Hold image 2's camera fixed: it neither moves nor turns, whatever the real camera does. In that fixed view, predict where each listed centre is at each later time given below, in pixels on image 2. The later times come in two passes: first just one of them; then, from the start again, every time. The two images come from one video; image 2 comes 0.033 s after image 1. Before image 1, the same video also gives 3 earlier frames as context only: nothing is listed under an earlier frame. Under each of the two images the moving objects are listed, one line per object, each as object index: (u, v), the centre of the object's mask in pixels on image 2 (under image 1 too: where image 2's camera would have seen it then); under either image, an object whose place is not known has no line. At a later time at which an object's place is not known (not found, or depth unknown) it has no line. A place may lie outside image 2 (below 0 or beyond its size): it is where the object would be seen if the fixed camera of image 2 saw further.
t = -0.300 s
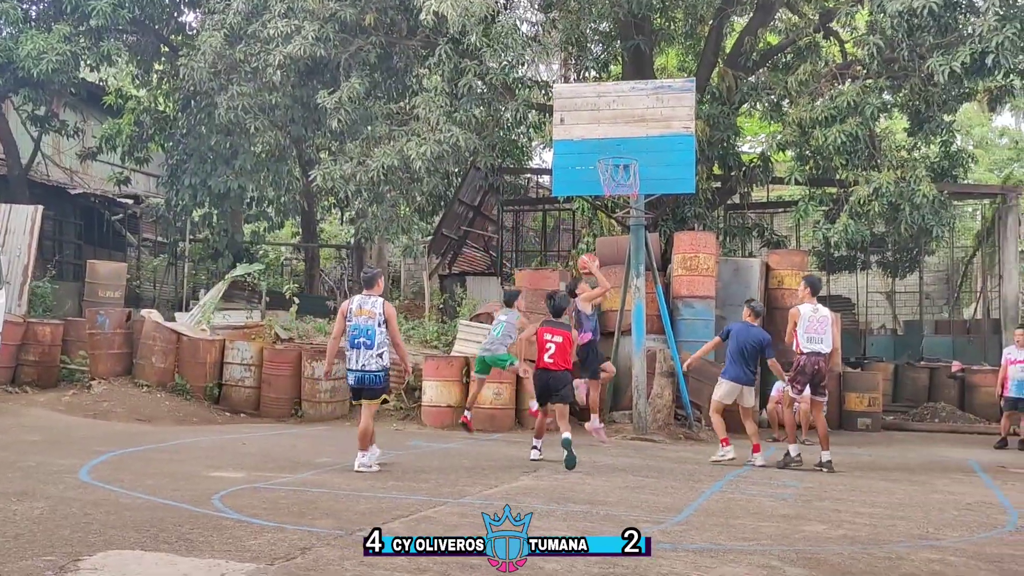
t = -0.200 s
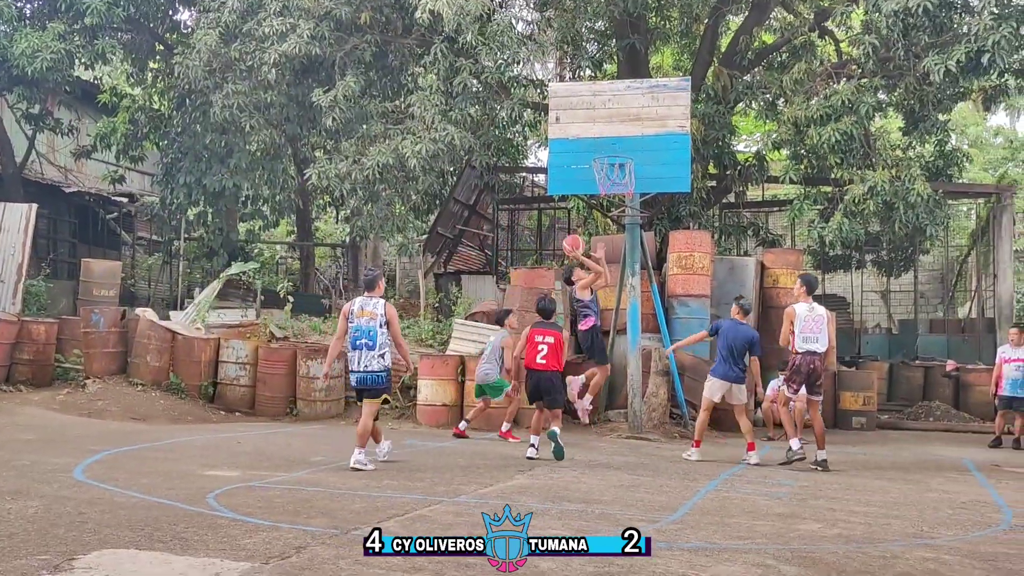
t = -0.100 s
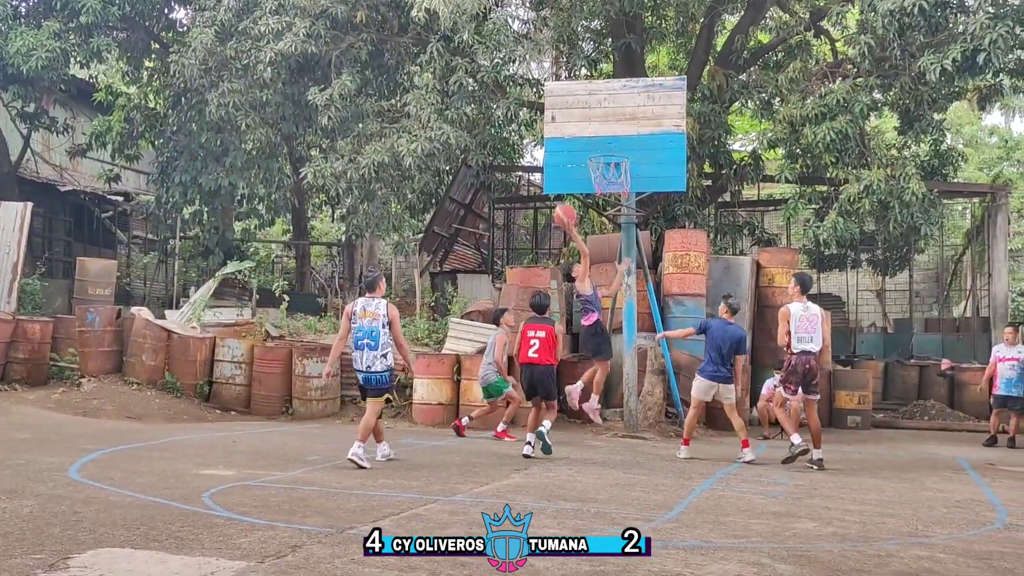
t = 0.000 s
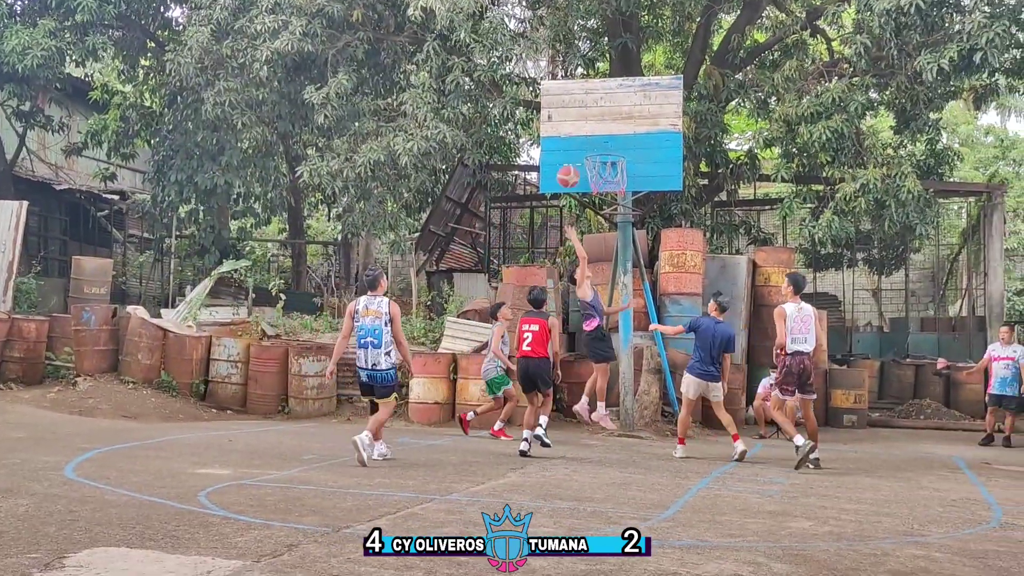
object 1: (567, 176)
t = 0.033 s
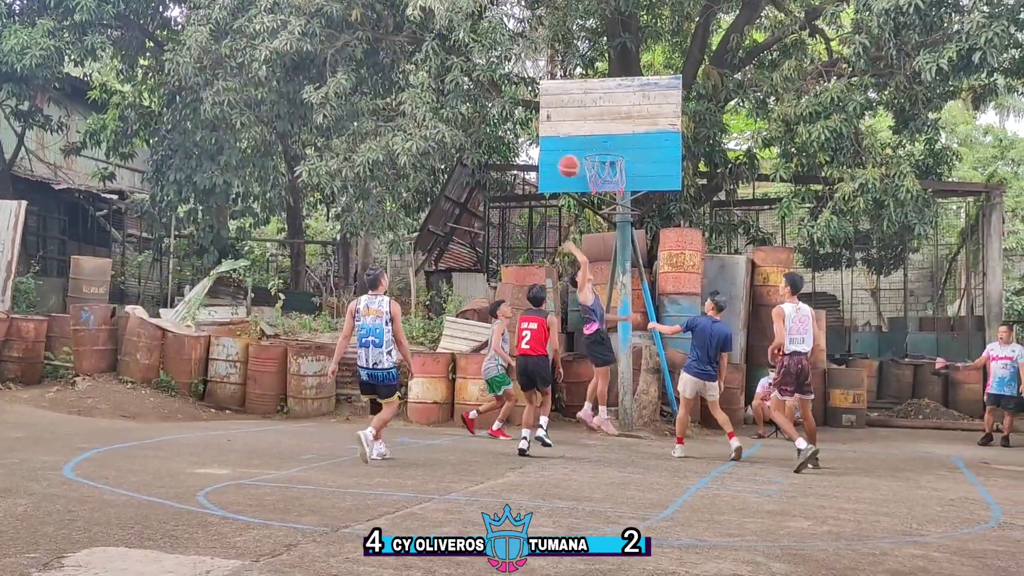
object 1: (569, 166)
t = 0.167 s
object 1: (579, 134)
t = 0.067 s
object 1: (572, 156)
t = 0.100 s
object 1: (574, 148)
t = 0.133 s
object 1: (577, 140)
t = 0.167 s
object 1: (579, 134)
